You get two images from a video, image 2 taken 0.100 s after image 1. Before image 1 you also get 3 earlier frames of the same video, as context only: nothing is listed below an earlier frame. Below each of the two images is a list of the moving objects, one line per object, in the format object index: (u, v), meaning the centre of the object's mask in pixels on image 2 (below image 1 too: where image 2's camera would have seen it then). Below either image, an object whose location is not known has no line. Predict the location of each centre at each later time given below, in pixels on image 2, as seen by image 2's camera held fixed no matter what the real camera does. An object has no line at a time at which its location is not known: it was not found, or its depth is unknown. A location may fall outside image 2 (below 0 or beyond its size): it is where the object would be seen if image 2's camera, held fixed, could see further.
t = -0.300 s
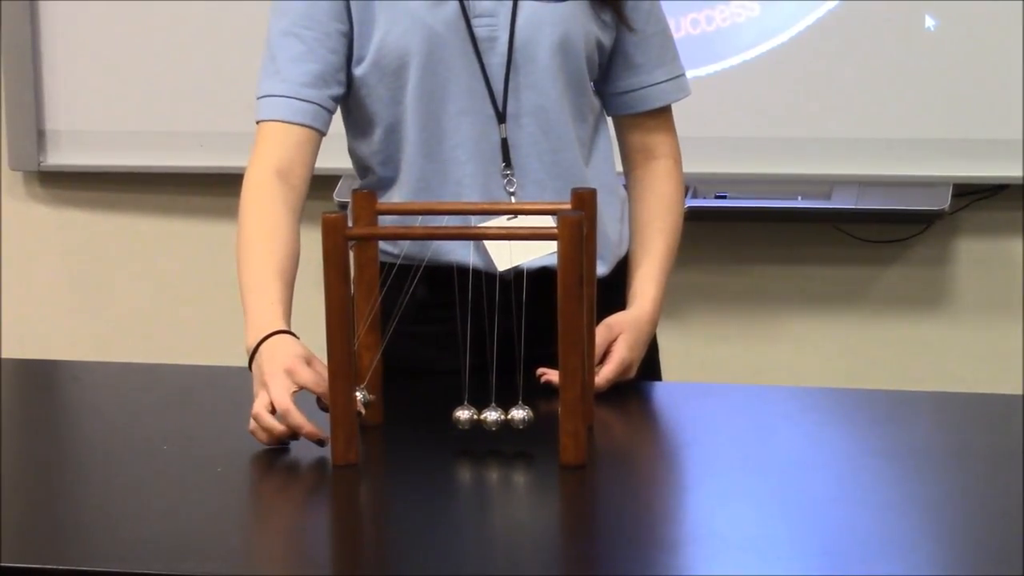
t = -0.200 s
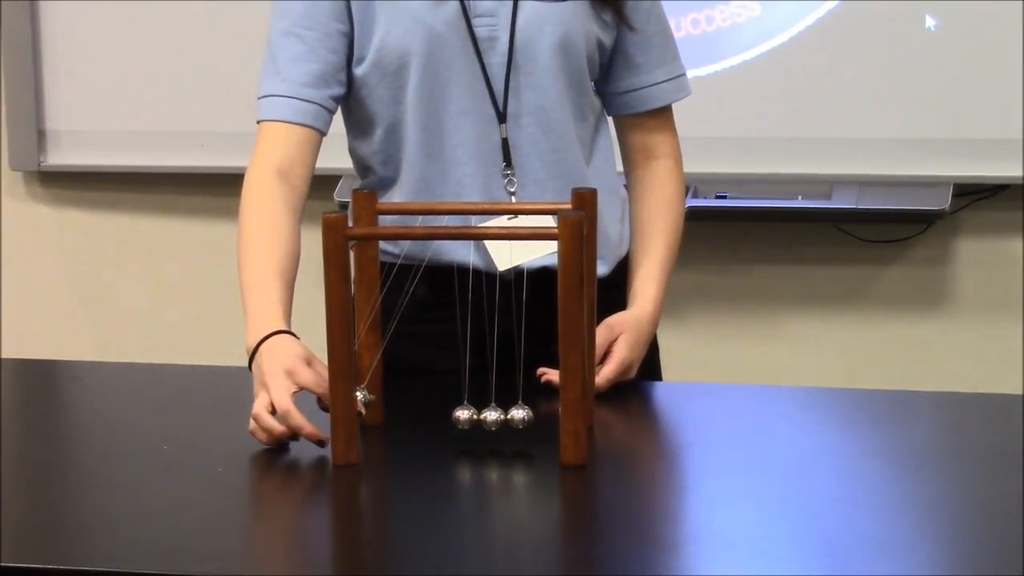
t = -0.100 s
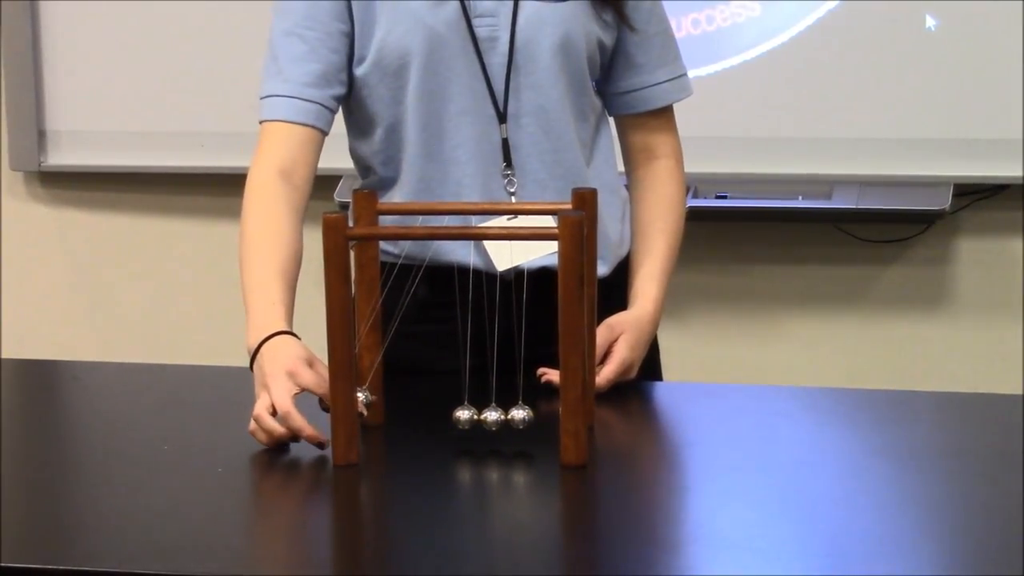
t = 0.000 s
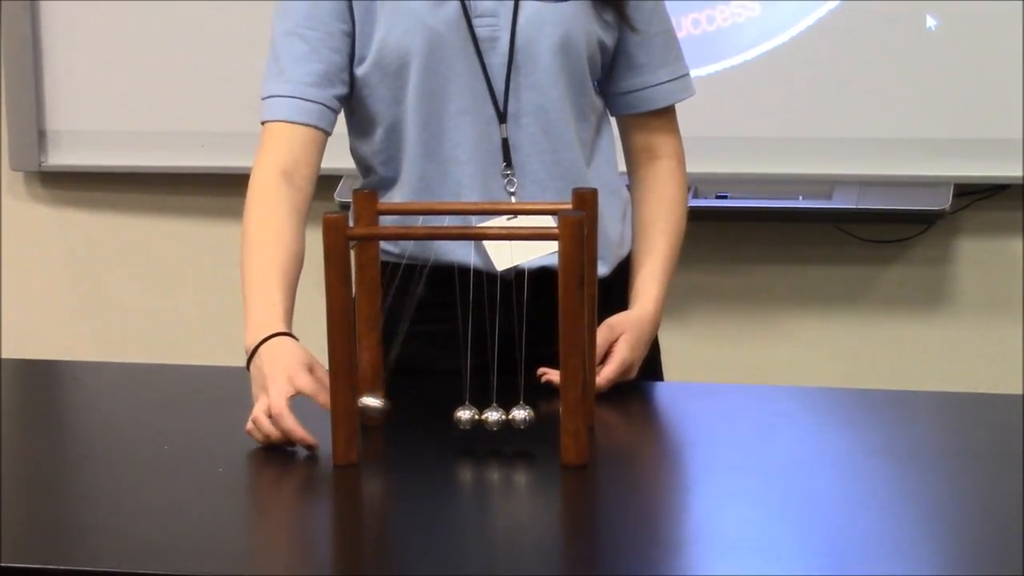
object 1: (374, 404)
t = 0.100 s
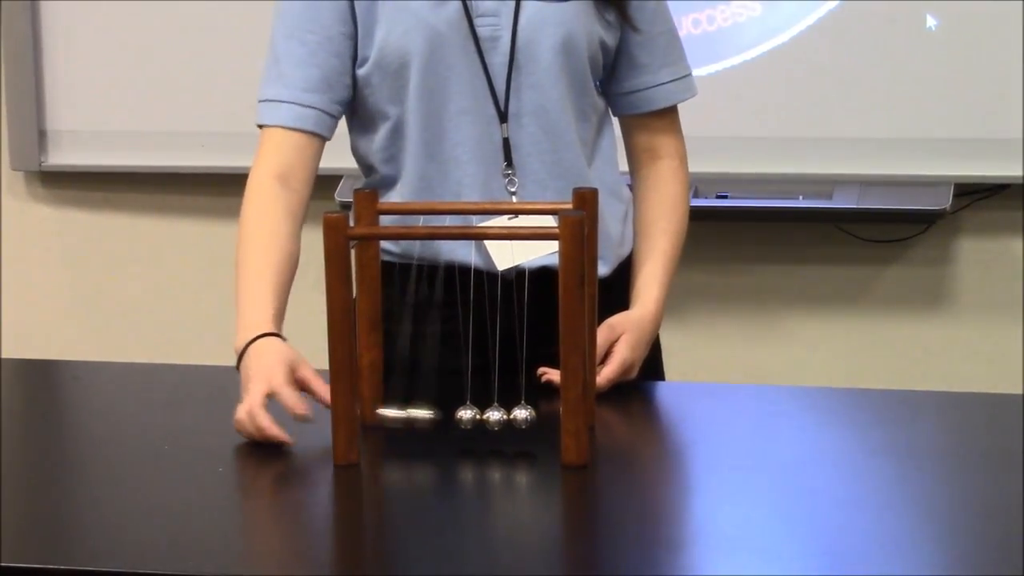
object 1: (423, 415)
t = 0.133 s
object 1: (439, 416)
